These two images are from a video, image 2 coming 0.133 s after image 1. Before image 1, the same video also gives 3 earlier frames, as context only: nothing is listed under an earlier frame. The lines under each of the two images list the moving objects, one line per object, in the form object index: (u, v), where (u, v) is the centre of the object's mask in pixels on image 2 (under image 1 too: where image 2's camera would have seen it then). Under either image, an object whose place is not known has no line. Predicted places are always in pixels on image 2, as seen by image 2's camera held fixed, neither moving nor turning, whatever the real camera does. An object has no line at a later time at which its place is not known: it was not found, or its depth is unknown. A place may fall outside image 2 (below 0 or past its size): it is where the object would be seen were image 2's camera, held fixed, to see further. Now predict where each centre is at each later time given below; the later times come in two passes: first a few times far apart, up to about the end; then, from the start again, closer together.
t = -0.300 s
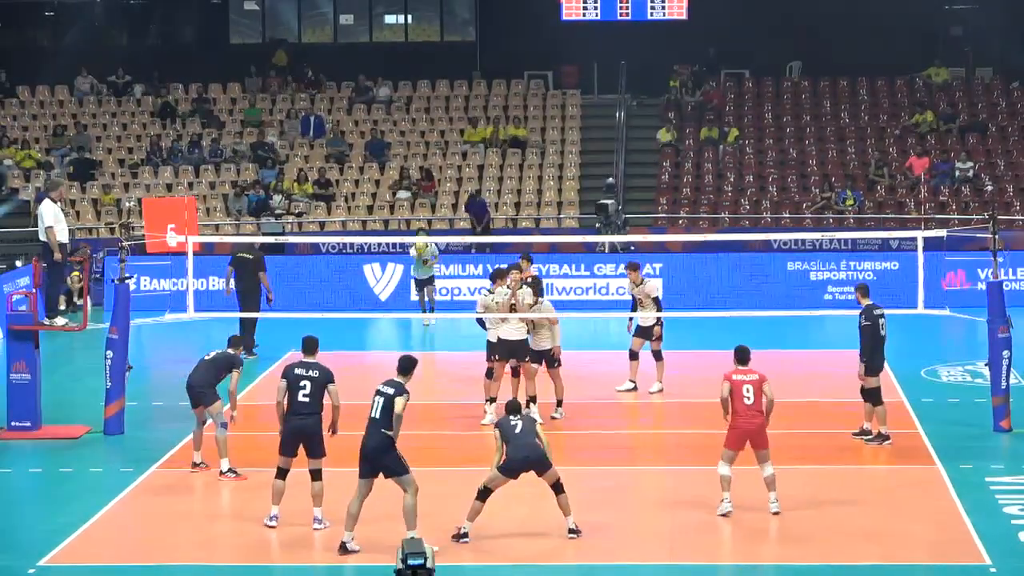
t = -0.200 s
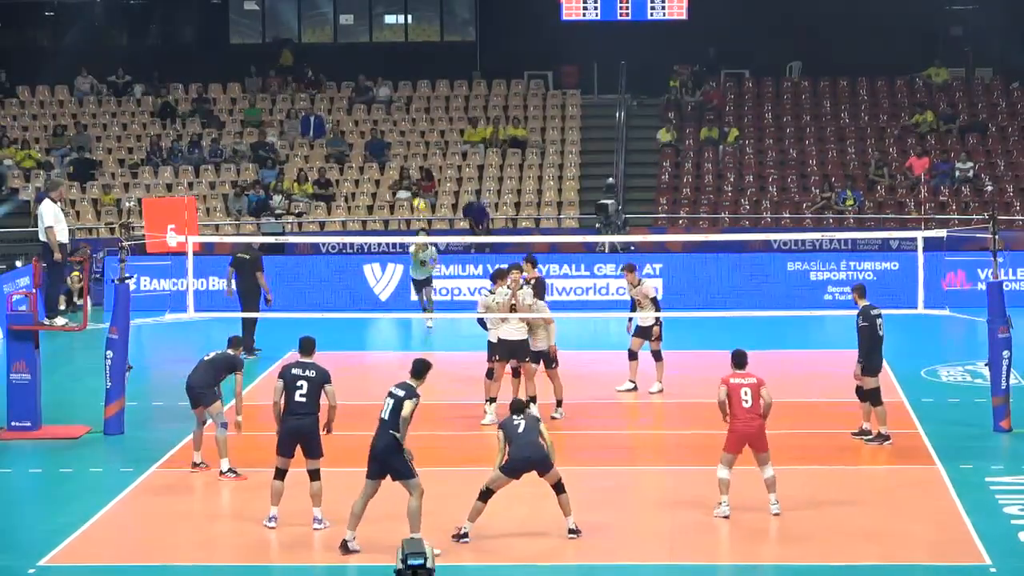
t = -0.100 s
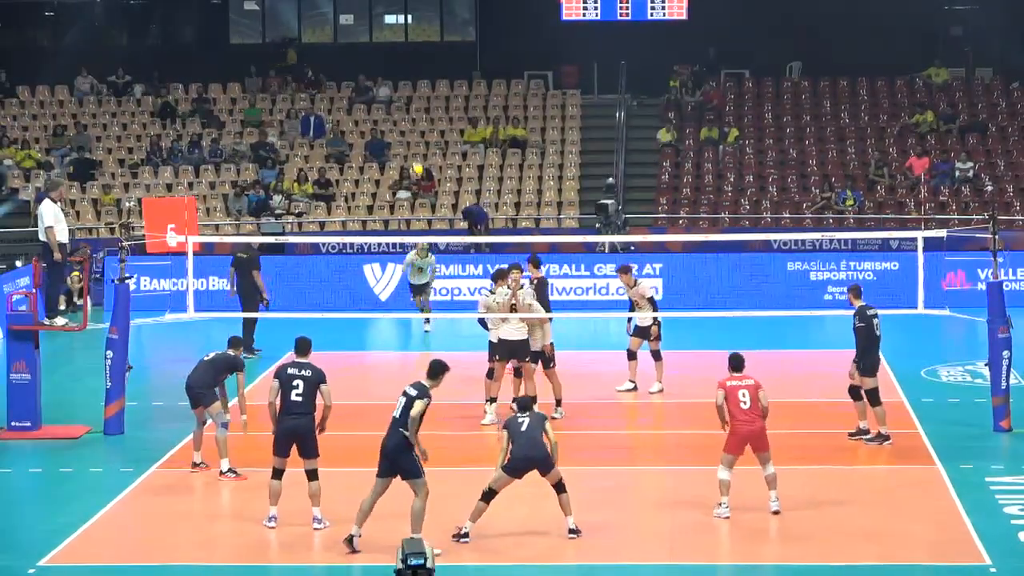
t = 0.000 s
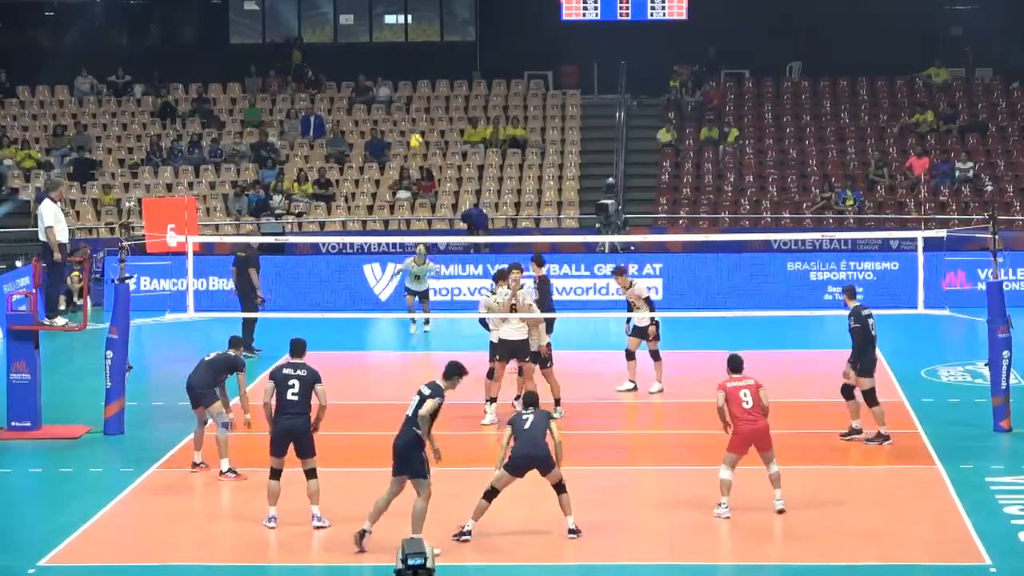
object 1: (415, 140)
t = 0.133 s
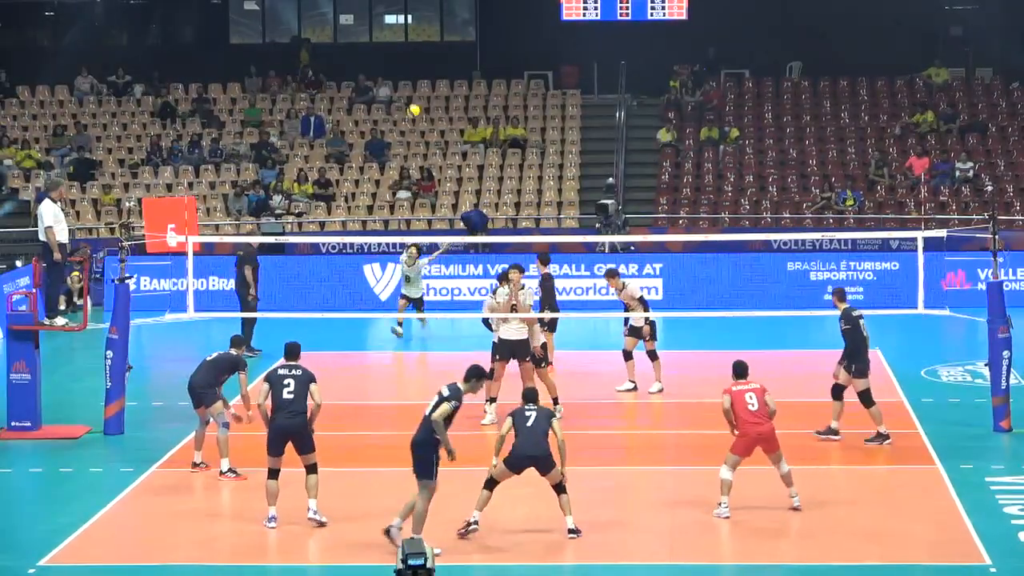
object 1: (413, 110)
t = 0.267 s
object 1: (412, 92)
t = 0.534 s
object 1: (409, 87)
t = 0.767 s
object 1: (408, 119)
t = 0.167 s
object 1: (413, 105)
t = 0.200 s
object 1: (412, 98)
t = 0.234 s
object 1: (412, 96)
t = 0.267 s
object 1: (412, 92)
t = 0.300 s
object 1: (411, 89)
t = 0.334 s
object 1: (411, 87)
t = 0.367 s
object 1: (410, 85)
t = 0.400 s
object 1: (410, 84)
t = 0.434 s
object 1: (410, 85)
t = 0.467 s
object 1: (410, 85)
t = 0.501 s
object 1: (409, 85)
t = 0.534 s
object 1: (409, 87)
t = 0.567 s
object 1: (409, 90)
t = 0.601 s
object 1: (408, 93)
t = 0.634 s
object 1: (408, 97)
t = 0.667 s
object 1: (408, 101)
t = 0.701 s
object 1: (408, 107)
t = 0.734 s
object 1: (408, 110)
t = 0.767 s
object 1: (408, 119)
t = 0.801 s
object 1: (407, 127)
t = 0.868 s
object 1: (407, 145)
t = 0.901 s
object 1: (407, 154)
